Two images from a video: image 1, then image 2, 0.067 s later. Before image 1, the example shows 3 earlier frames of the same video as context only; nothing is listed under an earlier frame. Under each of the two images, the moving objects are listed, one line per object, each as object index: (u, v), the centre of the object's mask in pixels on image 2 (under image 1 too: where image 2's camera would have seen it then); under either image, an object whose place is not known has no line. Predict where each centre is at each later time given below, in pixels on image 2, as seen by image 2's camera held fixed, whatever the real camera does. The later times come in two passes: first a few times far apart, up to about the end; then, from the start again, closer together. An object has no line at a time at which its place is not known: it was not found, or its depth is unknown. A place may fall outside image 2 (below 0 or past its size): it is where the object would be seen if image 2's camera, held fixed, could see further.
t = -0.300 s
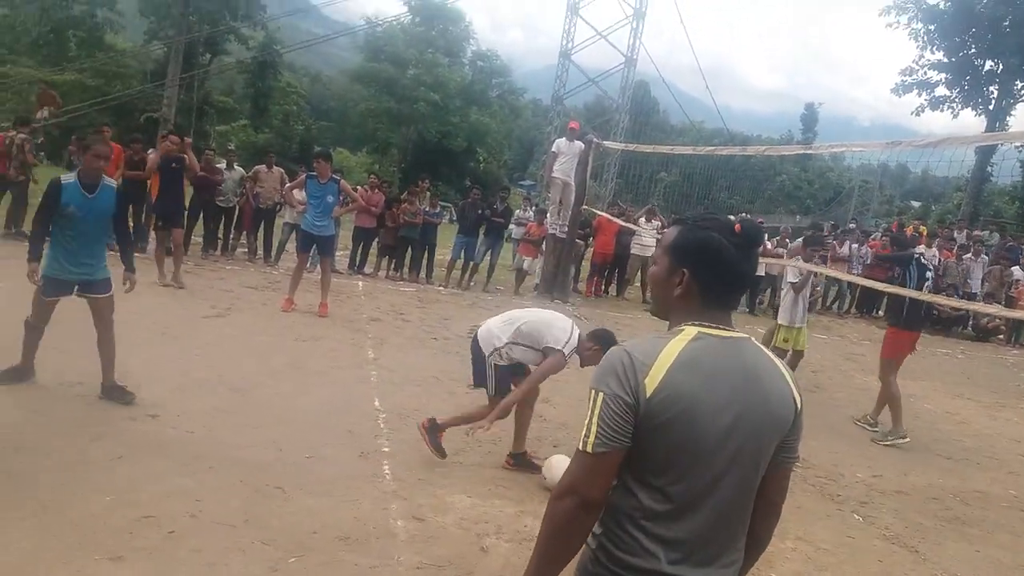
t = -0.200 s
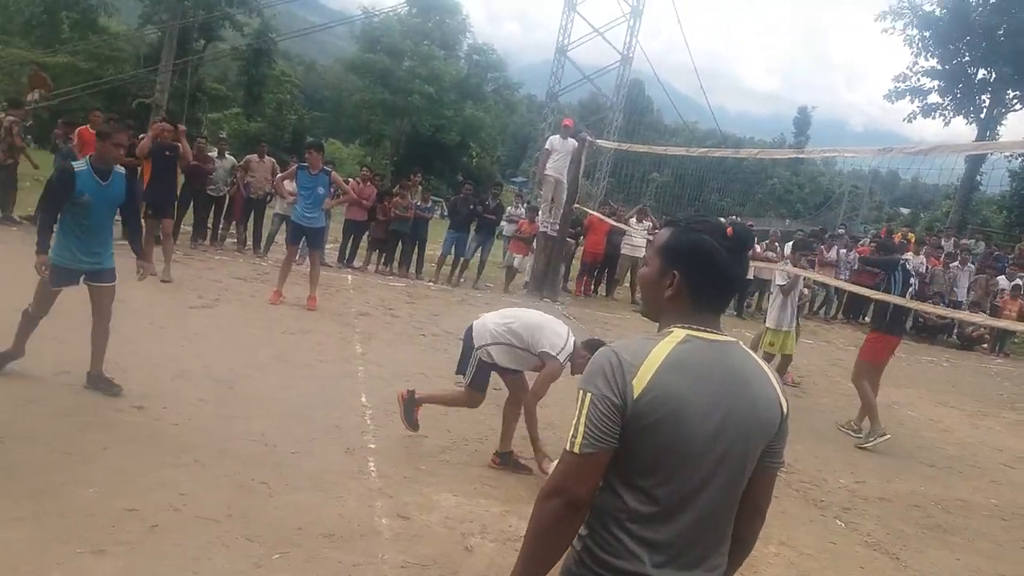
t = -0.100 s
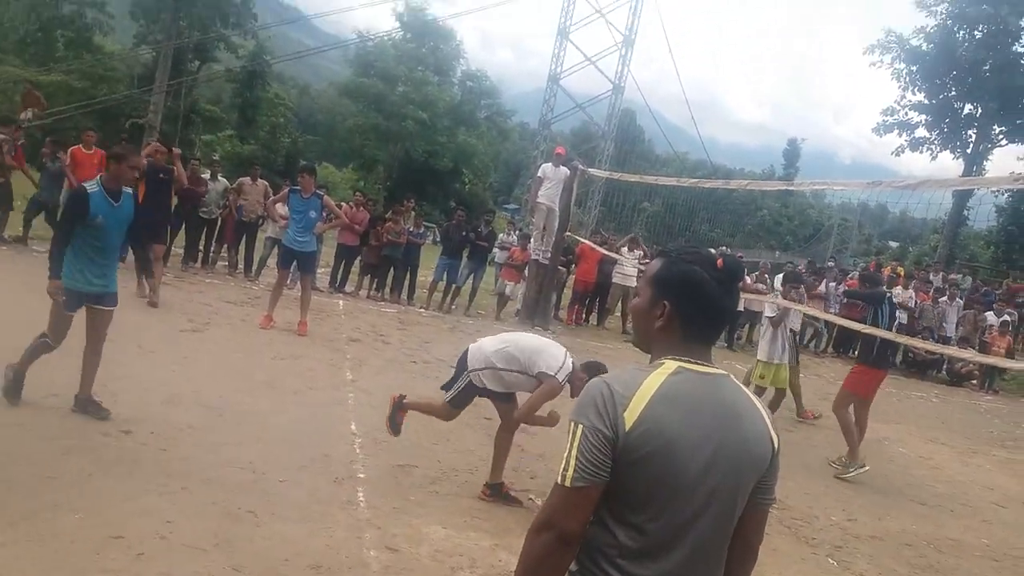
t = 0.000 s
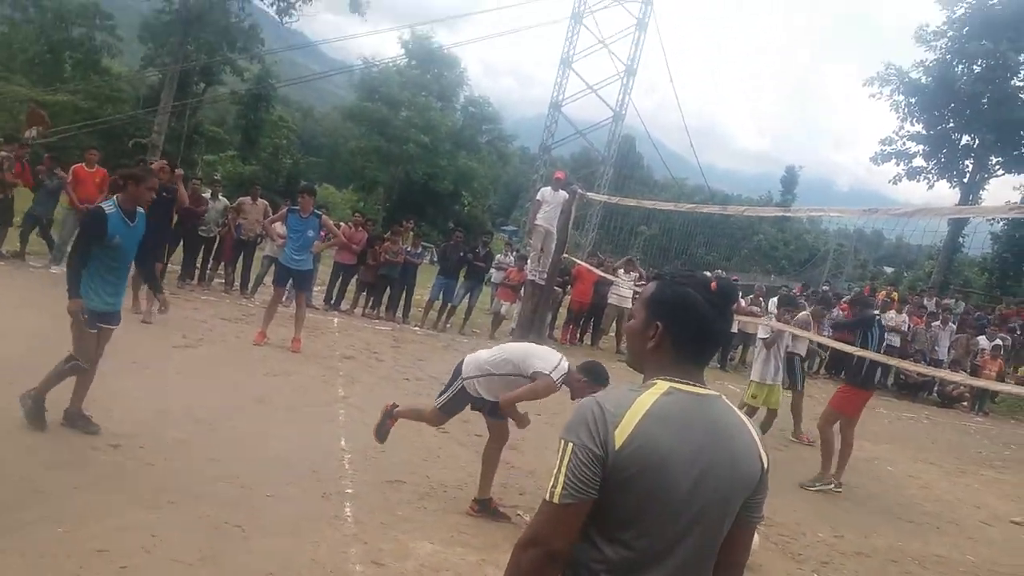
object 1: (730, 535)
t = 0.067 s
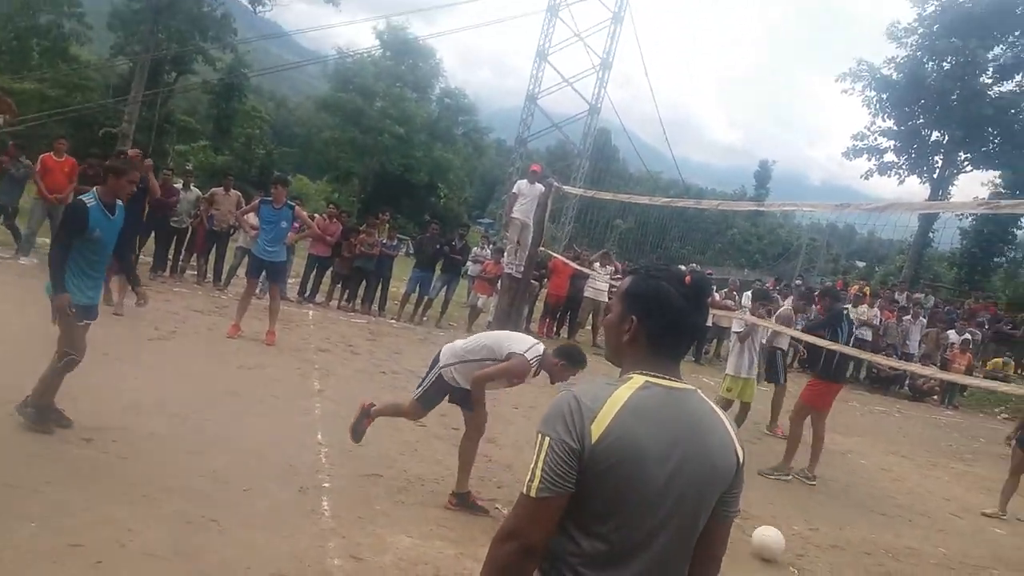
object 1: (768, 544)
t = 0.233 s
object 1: (861, 544)
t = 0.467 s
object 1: (971, 555)
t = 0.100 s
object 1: (790, 547)
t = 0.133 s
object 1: (809, 546)
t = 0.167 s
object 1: (830, 544)
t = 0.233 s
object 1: (861, 544)
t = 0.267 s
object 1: (878, 548)
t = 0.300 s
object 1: (894, 553)
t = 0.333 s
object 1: (910, 554)
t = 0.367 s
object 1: (928, 551)
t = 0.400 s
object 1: (943, 550)
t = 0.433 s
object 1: (956, 552)
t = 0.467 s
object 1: (971, 555)
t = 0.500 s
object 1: (986, 559)
